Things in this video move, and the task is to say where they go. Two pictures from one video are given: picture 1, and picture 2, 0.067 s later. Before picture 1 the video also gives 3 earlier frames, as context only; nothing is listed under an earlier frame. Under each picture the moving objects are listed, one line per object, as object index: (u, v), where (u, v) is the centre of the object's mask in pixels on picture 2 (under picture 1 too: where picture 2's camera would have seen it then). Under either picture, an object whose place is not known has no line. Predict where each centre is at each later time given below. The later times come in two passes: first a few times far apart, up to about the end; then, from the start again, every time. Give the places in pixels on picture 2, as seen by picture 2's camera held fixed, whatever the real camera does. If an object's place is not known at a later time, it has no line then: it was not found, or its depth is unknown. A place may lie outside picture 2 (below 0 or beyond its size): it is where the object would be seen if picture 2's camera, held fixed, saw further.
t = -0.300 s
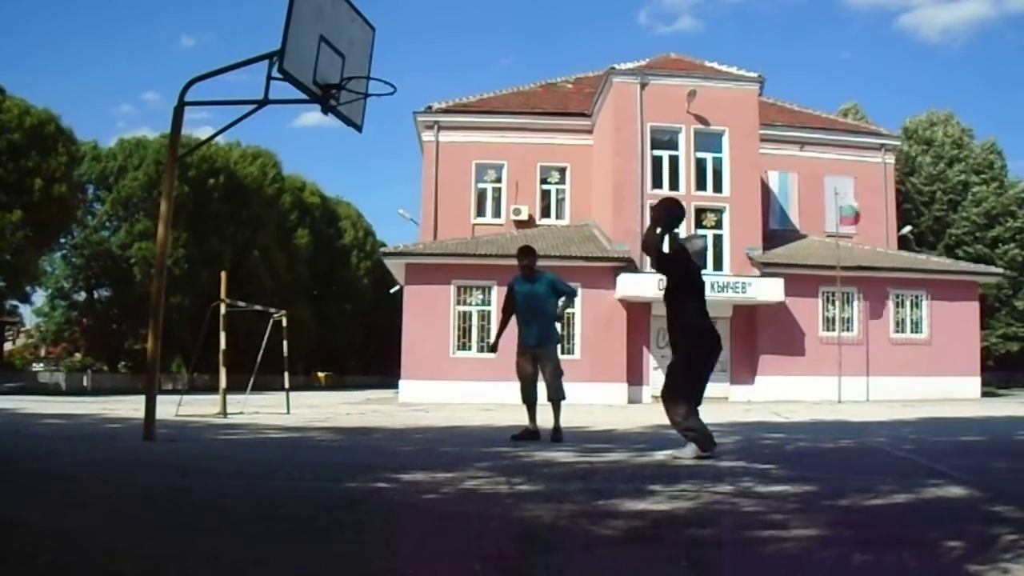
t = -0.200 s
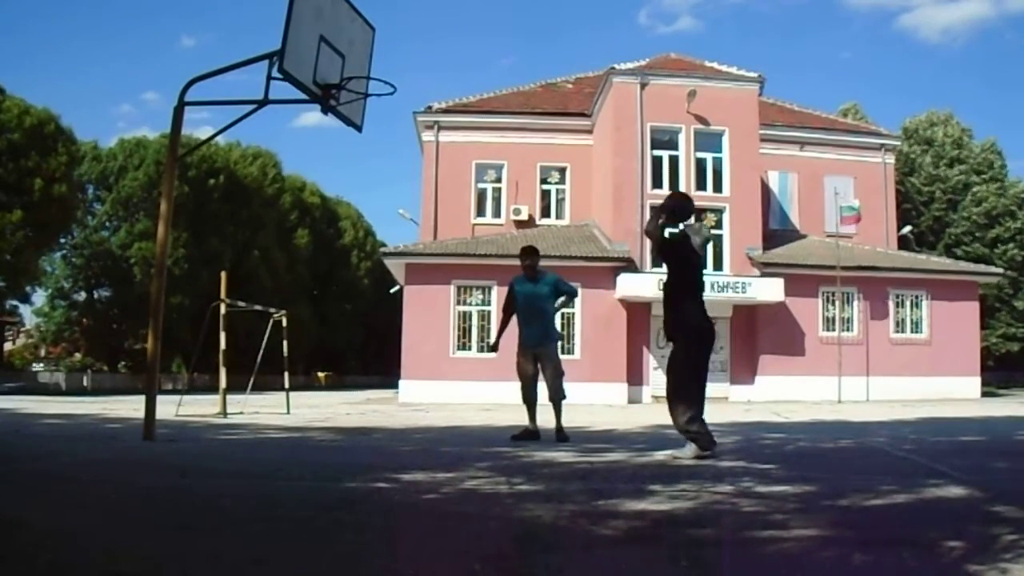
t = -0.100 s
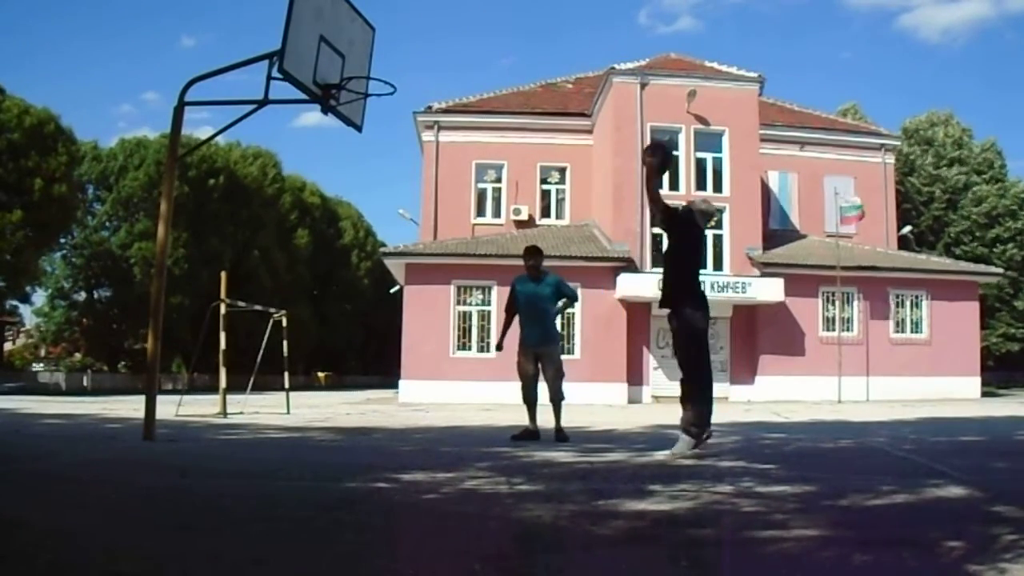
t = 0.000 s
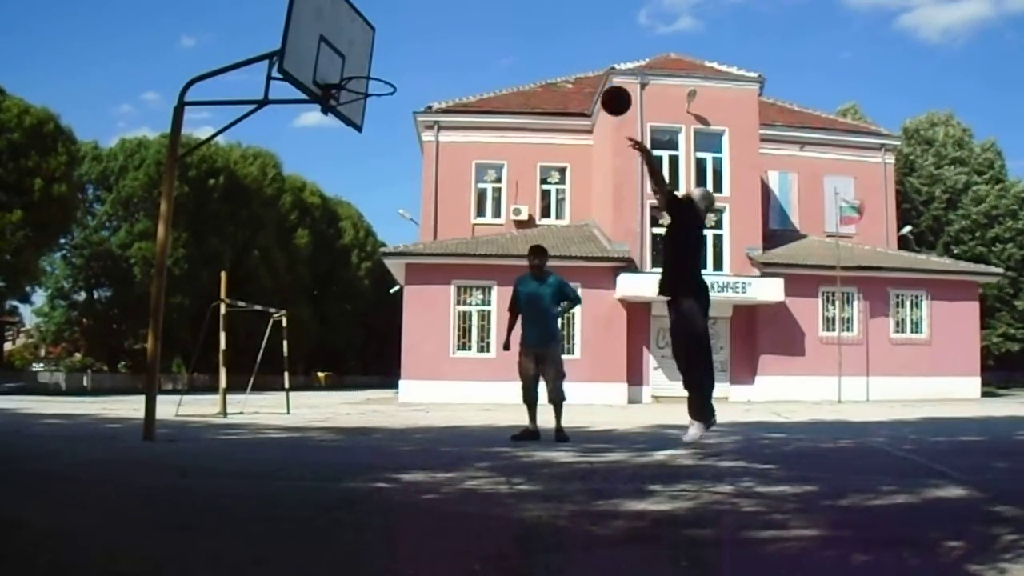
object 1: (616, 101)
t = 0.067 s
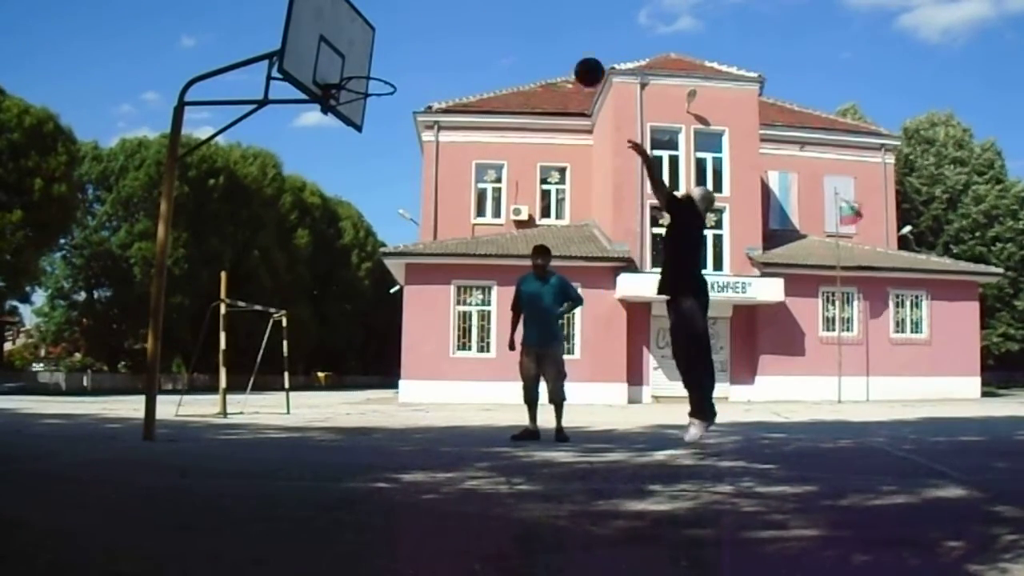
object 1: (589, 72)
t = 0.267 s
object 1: (514, 24)
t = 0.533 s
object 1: (422, 34)
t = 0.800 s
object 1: (365, 78)
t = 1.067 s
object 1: (371, 73)
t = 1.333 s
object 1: (360, 75)
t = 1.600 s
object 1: (352, 136)
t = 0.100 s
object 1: (576, 60)
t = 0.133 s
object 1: (563, 50)
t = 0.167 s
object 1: (551, 41)
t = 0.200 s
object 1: (538, 34)
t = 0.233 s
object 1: (526, 28)
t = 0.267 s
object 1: (514, 24)
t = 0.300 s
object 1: (502, 21)
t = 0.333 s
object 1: (490, 19)
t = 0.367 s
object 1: (479, 18)
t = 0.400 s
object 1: (467, 19)
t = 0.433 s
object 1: (456, 21)
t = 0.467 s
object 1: (444, 24)
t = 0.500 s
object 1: (433, 28)
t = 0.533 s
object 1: (422, 34)
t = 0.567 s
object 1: (411, 40)
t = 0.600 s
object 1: (400, 48)
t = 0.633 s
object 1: (389, 57)
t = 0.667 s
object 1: (378, 67)
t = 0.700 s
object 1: (367, 79)
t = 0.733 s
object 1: (362, 83)
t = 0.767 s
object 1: (363, 81)
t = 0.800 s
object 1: (365, 78)
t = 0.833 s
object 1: (371, 78)
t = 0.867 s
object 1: (378, 79)
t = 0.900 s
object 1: (385, 81)
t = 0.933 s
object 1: (382, 77)
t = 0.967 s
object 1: (380, 75)
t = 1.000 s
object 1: (377, 73)
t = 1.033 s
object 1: (373, 72)
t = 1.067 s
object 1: (371, 73)
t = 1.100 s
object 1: (367, 75)
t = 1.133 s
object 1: (364, 78)
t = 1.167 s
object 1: (363, 77)
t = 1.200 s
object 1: (363, 74)
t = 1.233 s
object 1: (362, 72)
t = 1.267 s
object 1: (362, 72)
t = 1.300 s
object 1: (361, 73)
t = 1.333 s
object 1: (360, 75)
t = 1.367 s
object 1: (360, 78)
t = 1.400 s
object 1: (358, 82)
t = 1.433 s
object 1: (357, 88)
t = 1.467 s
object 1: (357, 95)
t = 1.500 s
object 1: (356, 103)
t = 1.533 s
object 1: (355, 113)
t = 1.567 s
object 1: (354, 124)
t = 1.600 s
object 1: (352, 136)
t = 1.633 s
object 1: (351, 150)
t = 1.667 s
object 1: (350, 165)
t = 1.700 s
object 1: (348, 182)
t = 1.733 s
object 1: (347, 200)
